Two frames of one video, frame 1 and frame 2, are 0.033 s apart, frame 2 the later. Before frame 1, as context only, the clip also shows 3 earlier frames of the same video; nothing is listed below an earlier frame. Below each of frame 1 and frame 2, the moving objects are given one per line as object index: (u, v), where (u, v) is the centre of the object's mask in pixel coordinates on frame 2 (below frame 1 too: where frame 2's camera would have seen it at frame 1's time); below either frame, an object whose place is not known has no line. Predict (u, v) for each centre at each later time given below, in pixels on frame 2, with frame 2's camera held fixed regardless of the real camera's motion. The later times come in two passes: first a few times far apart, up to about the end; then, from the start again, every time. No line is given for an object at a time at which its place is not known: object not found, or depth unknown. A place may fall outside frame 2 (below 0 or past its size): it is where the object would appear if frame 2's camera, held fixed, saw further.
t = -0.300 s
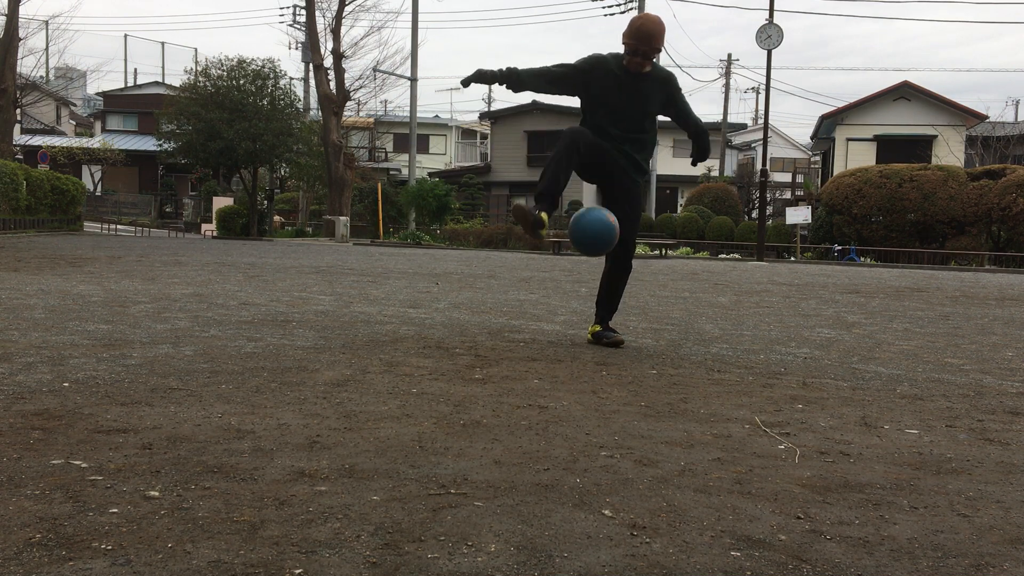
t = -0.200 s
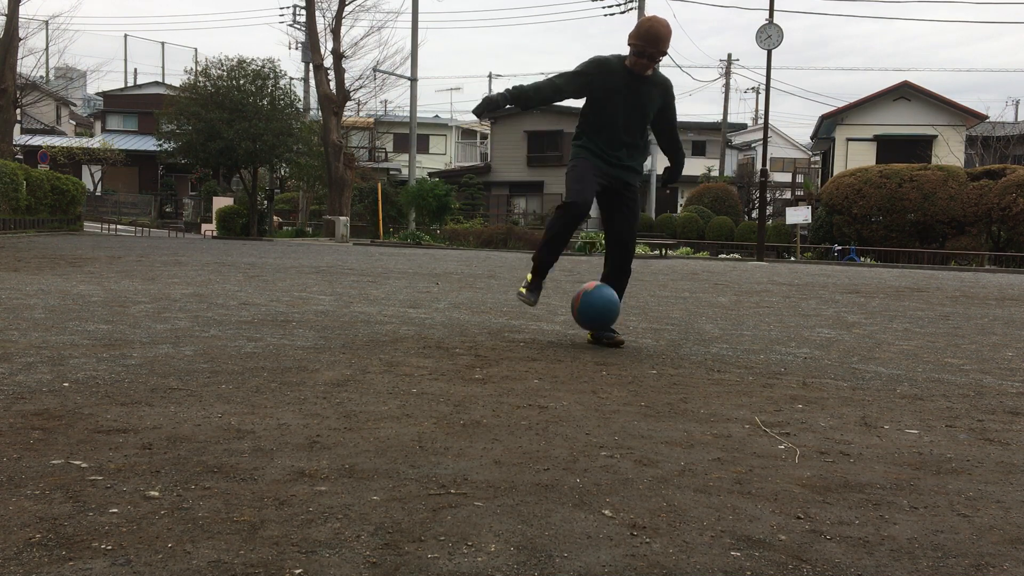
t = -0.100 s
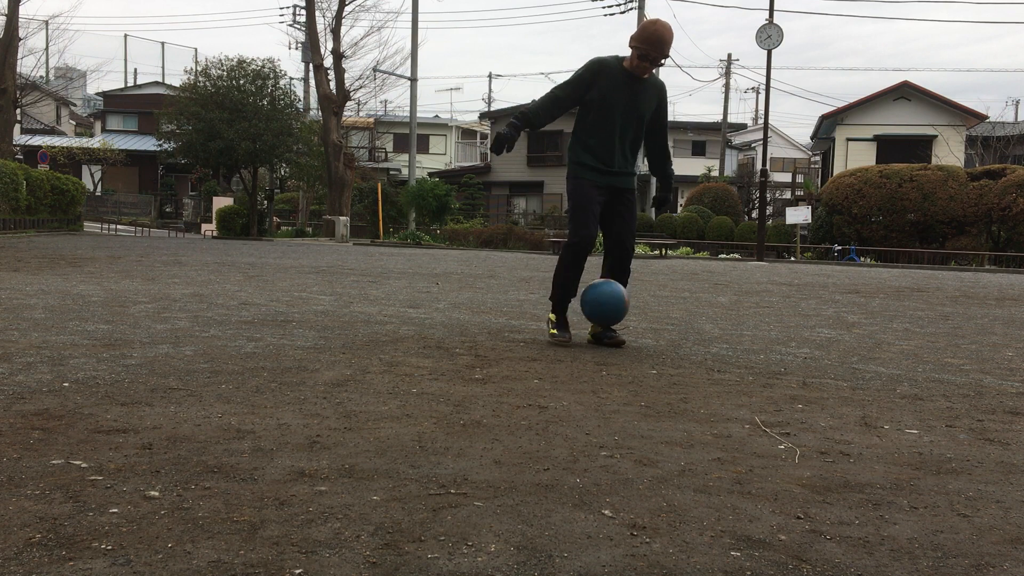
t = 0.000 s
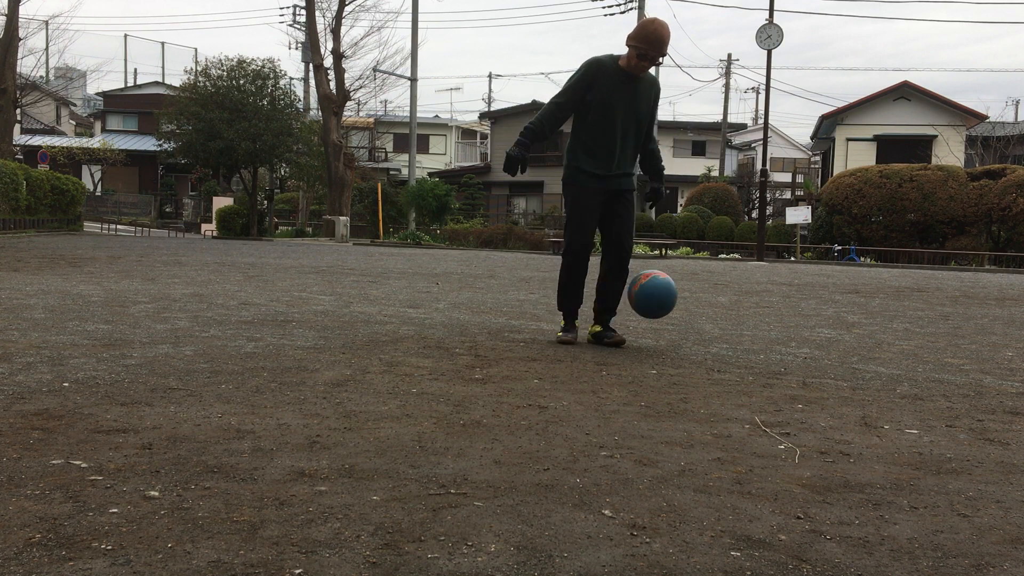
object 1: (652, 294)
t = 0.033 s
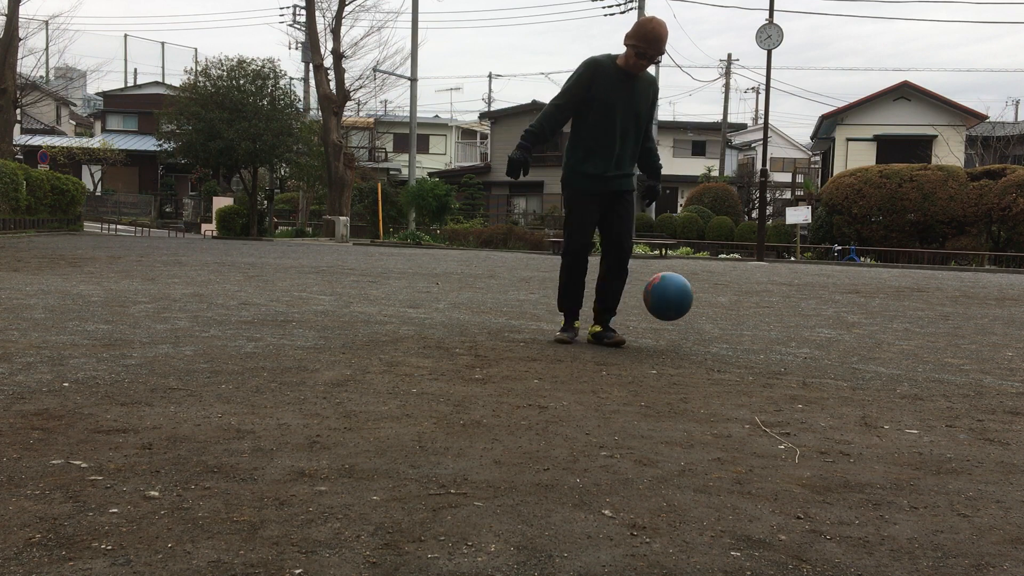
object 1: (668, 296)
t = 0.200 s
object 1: (741, 326)
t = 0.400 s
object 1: (776, 308)
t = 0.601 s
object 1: (796, 318)
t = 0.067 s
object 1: (684, 301)
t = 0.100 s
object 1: (700, 307)
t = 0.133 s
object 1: (716, 316)
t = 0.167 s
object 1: (731, 328)
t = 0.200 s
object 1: (741, 326)
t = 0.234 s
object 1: (747, 317)
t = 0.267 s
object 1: (753, 310)
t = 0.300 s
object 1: (759, 306)
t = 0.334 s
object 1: (764, 304)
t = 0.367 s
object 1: (770, 305)
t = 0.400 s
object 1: (776, 308)
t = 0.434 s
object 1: (781, 313)
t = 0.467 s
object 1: (786, 321)
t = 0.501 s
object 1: (791, 331)
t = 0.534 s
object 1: (794, 331)
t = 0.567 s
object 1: (795, 323)
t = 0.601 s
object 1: (796, 318)
